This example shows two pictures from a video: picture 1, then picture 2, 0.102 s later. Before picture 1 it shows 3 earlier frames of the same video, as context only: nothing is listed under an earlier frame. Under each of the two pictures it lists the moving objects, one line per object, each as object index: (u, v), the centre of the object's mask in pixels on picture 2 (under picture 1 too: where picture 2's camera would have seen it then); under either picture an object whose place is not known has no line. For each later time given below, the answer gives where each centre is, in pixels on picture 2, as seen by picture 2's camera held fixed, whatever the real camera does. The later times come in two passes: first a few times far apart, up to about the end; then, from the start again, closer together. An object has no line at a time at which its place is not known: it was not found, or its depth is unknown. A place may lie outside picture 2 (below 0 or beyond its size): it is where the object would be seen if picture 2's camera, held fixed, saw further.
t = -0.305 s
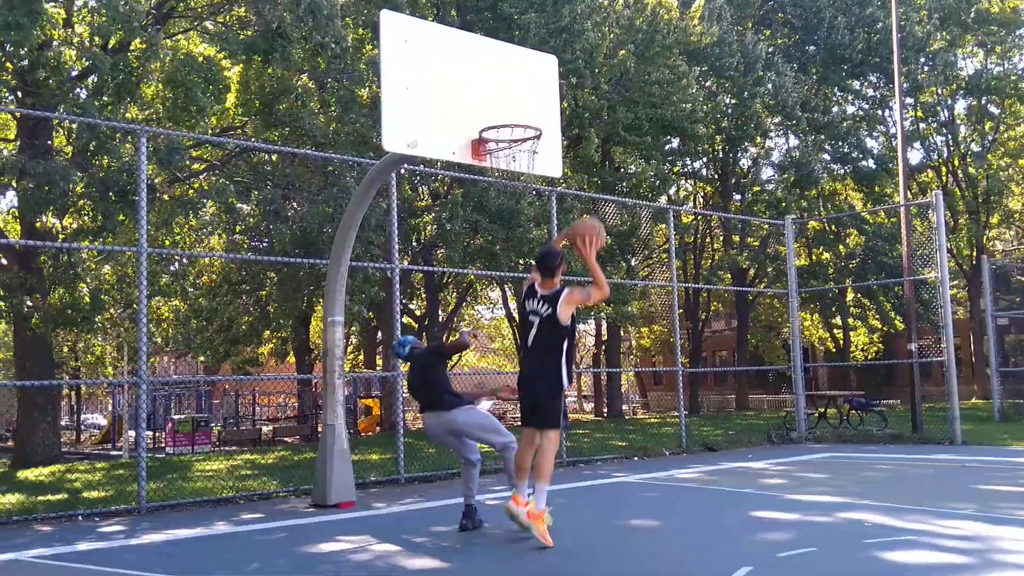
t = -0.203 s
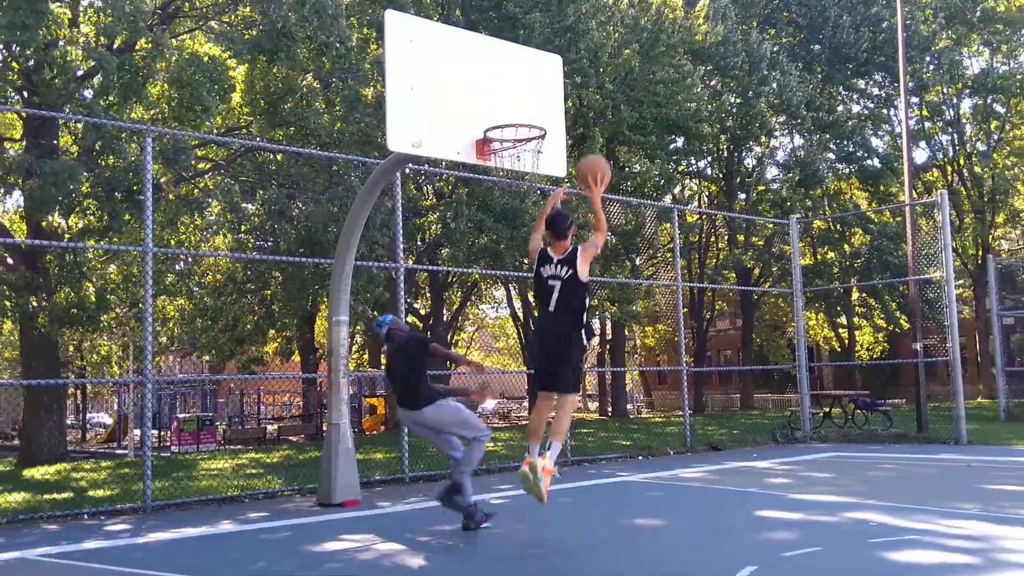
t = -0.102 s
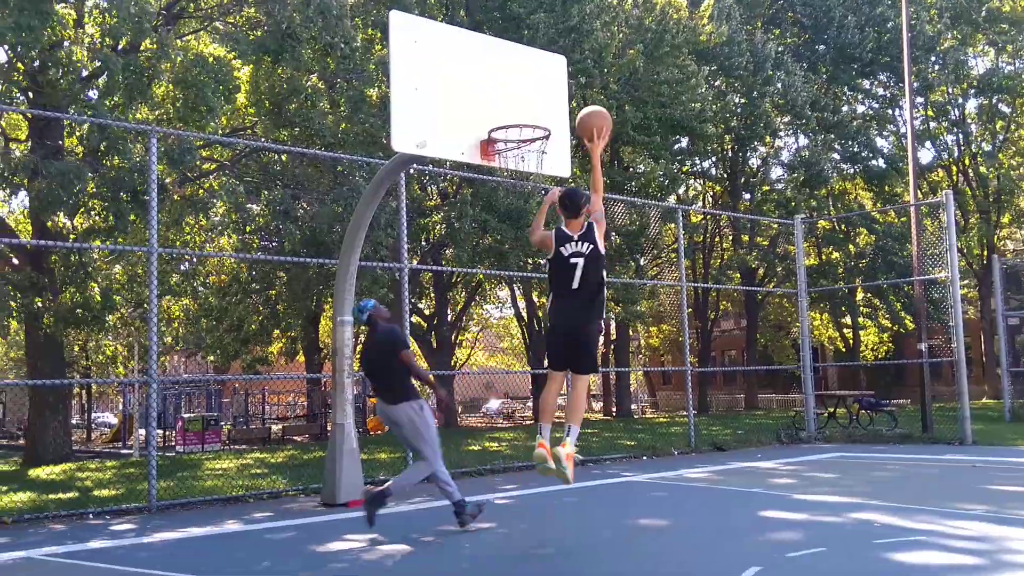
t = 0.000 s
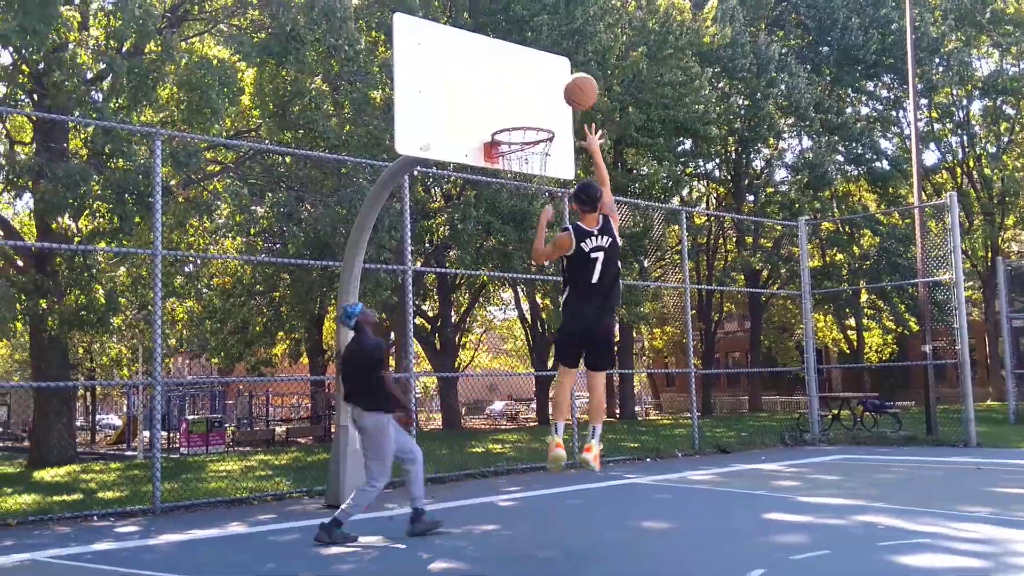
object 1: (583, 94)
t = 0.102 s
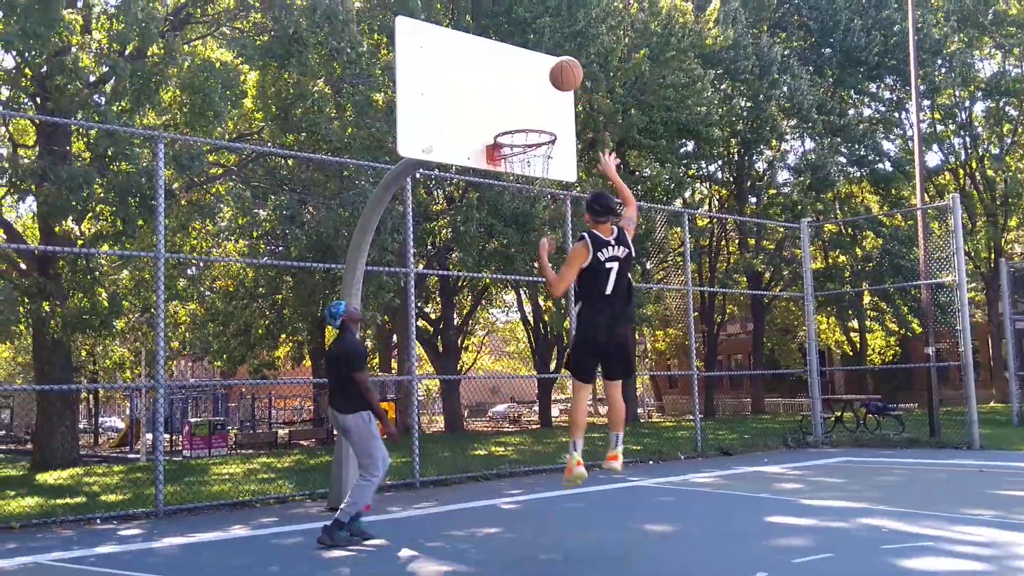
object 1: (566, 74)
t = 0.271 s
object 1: (541, 74)
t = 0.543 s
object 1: (513, 139)
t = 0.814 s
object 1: (527, 164)
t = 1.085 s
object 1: (536, 229)
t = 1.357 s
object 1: (549, 384)
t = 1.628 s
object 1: (559, 439)
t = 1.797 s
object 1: (558, 368)
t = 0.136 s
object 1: (561, 71)
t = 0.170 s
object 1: (555, 69)
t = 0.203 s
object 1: (551, 69)
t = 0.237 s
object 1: (545, 71)
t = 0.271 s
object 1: (541, 74)
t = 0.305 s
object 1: (536, 78)
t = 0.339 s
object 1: (531, 84)
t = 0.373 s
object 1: (527, 91)
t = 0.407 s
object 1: (523, 99)
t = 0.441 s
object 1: (519, 109)
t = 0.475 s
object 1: (515, 120)
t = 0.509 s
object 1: (514, 130)
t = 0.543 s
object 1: (513, 139)
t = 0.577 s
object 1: (514, 148)
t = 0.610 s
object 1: (517, 150)
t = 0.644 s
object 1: (521, 150)
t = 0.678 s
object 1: (523, 151)
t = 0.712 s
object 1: (524, 152)
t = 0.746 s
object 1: (525, 155)
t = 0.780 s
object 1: (526, 159)
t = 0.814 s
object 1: (527, 164)
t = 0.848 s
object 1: (527, 170)
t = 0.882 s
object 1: (528, 177)
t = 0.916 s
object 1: (528, 183)
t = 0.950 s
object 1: (530, 190)
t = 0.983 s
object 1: (532, 197)
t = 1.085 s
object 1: (536, 229)
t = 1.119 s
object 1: (538, 243)
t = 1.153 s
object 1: (539, 258)
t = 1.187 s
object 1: (540, 276)
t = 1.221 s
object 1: (543, 295)
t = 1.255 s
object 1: (545, 314)
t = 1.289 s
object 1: (546, 337)
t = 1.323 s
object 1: (548, 358)
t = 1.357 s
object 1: (549, 384)
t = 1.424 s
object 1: (554, 441)
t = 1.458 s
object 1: (558, 472)
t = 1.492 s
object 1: (560, 507)
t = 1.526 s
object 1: (561, 502)
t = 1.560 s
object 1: (560, 478)
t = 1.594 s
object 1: (559, 458)
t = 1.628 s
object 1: (559, 439)
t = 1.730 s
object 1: (560, 391)
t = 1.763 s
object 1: (558, 379)
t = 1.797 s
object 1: (558, 368)
